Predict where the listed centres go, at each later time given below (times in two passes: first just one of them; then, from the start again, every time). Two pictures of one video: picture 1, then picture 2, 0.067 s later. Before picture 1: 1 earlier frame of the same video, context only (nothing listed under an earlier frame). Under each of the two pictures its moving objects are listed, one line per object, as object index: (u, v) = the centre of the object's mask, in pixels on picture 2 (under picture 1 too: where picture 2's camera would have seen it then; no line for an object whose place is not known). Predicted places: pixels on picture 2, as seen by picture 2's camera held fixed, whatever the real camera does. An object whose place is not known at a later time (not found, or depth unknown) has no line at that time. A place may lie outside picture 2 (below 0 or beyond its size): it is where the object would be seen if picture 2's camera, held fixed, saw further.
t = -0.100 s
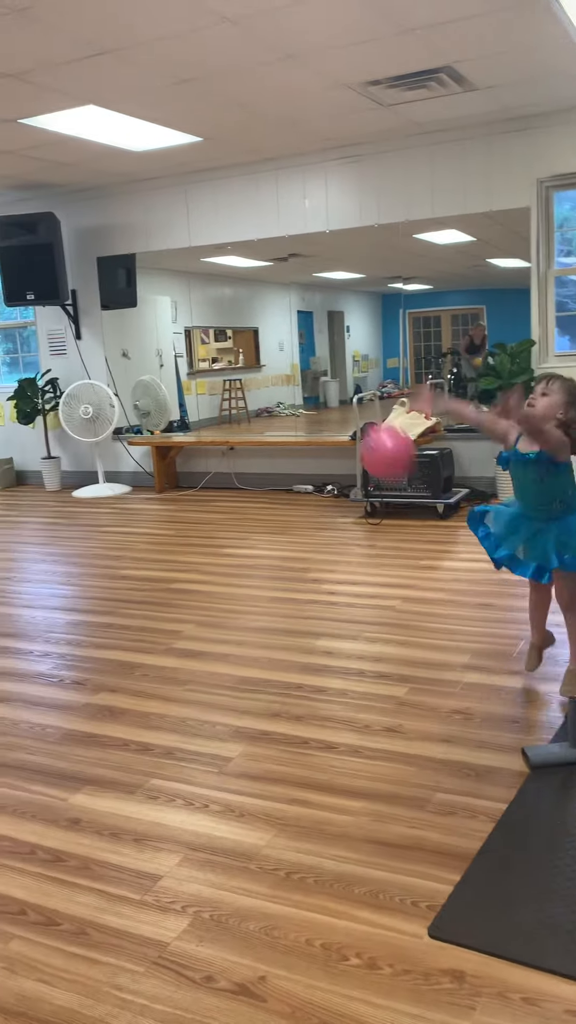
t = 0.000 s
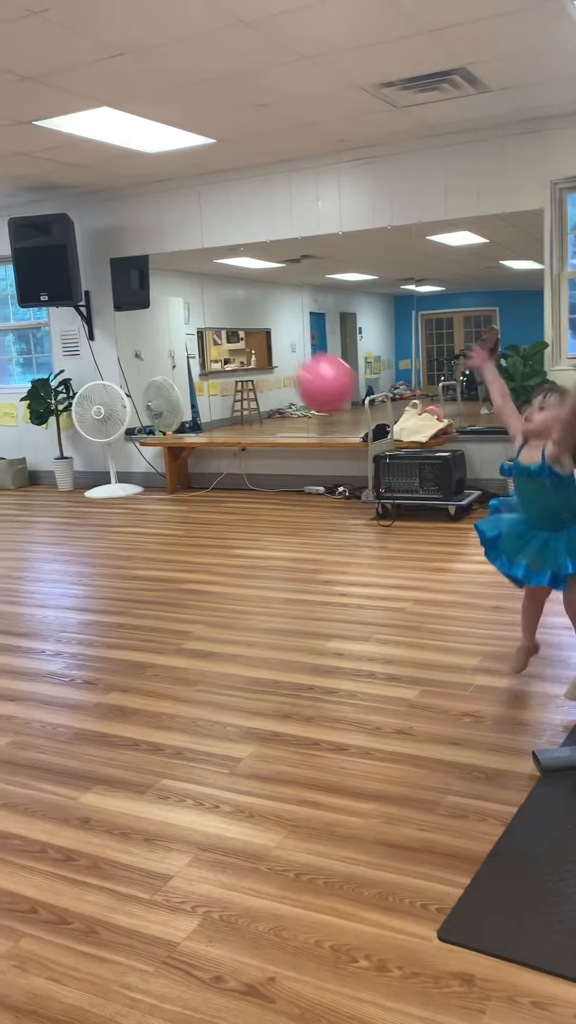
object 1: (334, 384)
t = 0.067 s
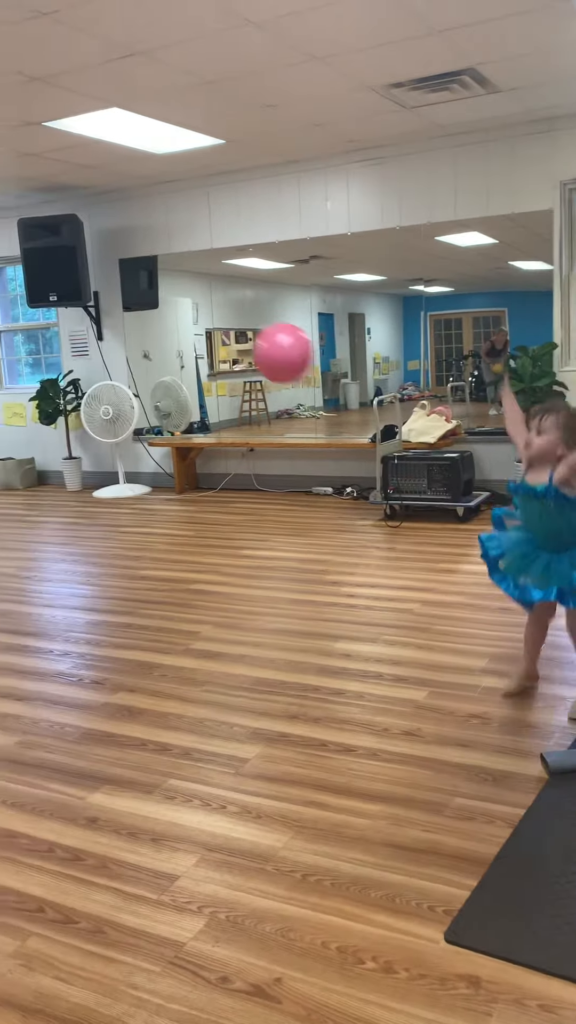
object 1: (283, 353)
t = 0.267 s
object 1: (122, 362)
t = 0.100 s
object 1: (257, 343)
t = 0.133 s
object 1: (230, 338)
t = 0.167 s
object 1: (203, 337)
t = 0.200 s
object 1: (175, 341)
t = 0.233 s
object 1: (149, 349)
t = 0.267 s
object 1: (122, 362)
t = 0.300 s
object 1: (94, 382)
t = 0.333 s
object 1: (66, 407)
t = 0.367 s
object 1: (39, 437)
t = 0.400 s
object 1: (12, 472)
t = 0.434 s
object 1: (-16, 513)
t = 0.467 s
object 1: (-42, 560)
